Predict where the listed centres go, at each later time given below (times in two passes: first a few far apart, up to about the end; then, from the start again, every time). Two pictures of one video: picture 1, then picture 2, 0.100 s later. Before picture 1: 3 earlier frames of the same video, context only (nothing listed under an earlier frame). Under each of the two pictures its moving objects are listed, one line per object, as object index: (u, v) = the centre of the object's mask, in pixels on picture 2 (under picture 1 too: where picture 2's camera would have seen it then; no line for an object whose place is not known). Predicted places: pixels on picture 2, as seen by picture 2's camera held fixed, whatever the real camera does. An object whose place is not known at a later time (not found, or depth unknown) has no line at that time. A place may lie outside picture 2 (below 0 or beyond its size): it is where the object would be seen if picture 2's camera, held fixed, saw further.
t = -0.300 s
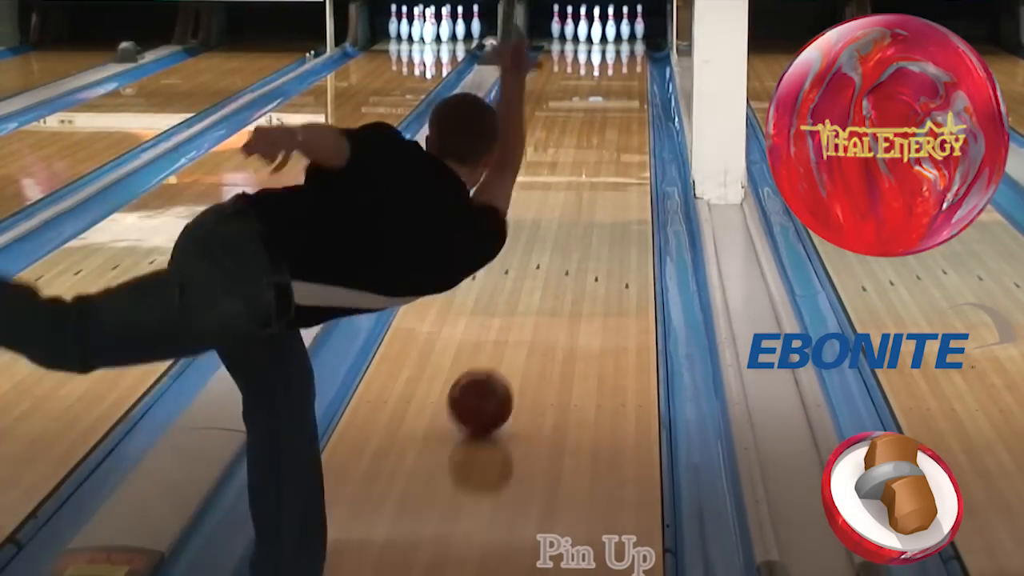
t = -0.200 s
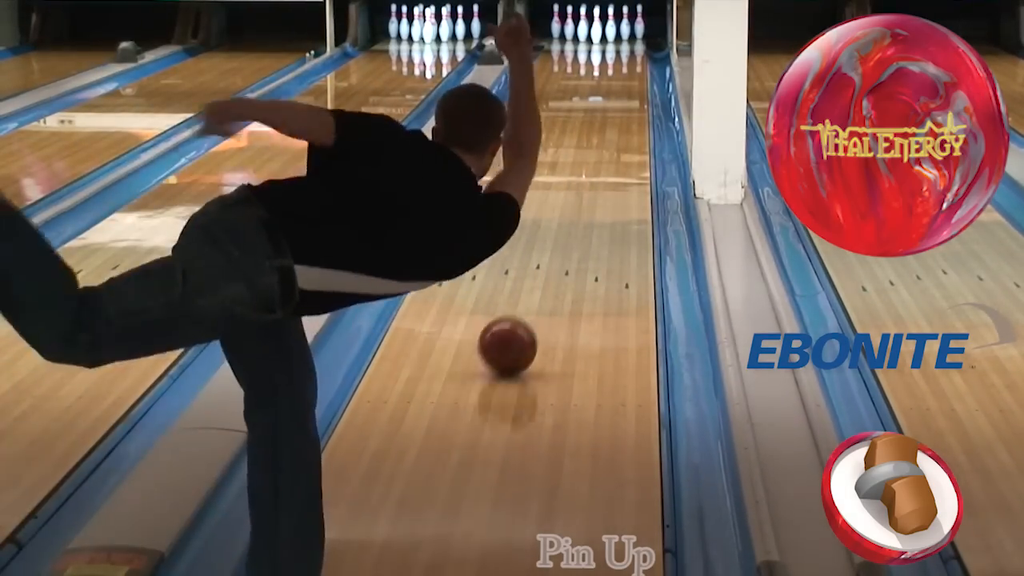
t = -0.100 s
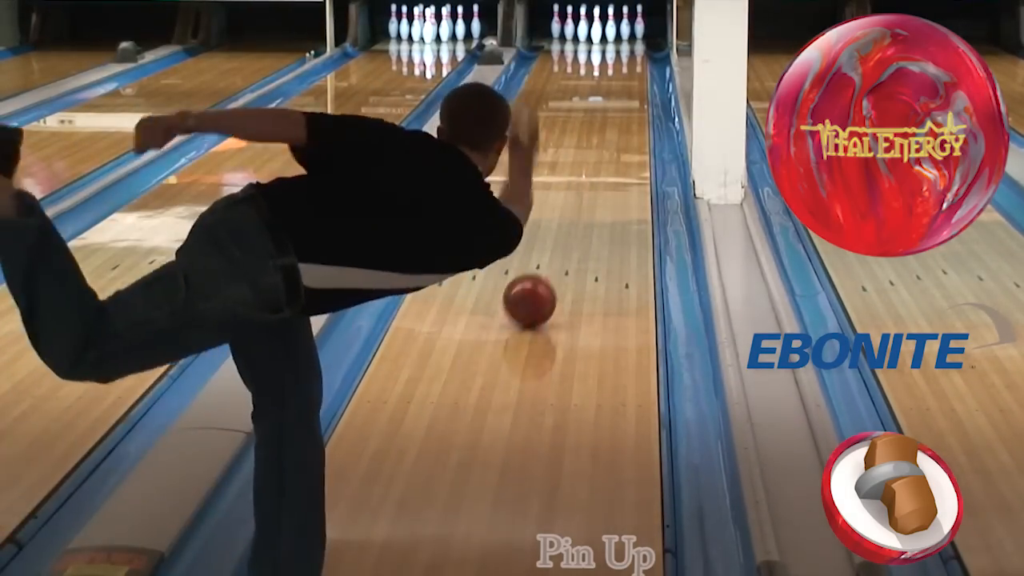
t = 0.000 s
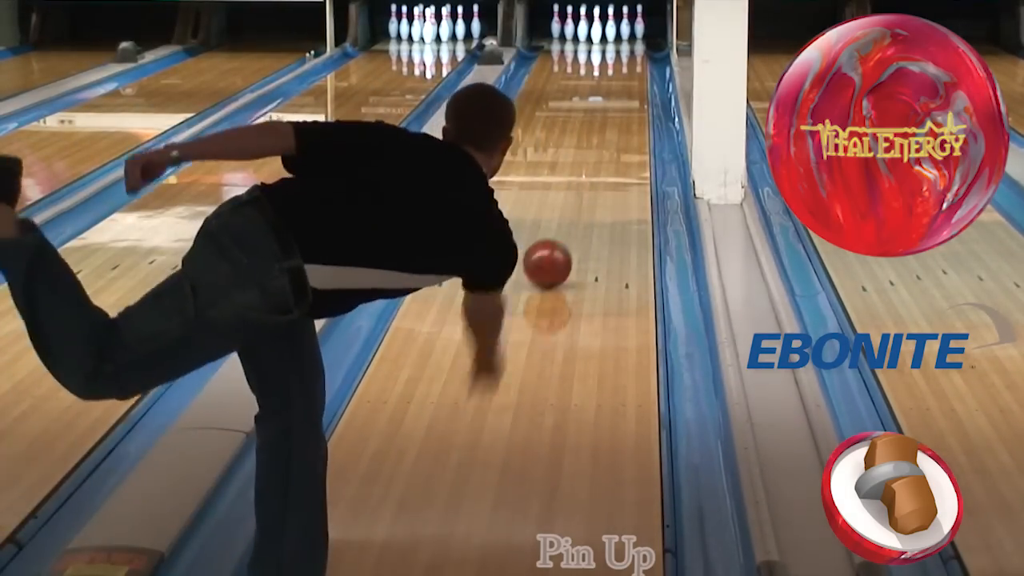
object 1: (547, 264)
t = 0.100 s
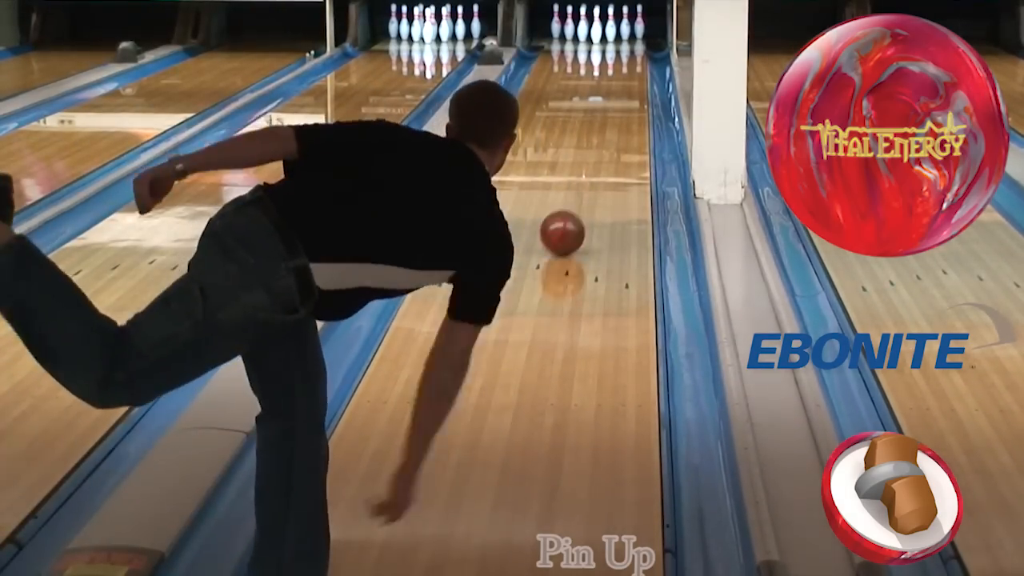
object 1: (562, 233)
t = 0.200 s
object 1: (575, 207)
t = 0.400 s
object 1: (594, 164)
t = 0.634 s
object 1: (609, 126)
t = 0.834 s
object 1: (618, 102)
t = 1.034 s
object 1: (623, 83)
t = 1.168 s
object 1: (625, 71)
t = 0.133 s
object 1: (567, 224)
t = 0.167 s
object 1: (571, 215)
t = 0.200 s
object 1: (575, 207)
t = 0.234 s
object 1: (579, 199)
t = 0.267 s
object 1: (582, 192)
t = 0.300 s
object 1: (585, 184)
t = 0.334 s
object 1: (588, 177)
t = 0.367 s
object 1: (591, 170)
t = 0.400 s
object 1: (594, 164)
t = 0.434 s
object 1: (597, 158)
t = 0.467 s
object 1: (599, 152)
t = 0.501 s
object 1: (602, 146)
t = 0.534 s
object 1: (604, 141)
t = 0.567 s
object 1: (606, 136)
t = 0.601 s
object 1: (607, 131)
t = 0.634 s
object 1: (609, 126)
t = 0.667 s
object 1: (611, 121)
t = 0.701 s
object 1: (612, 117)
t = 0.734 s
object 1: (614, 113)
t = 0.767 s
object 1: (616, 109)
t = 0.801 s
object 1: (617, 105)
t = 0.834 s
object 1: (618, 102)
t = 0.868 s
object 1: (619, 98)
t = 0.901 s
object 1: (620, 94)
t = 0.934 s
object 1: (622, 91)
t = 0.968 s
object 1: (622, 88)
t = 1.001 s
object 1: (623, 84)
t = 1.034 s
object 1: (623, 83)
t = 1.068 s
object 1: (624, 79)
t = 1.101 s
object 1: (625, 77)
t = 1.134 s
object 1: (625, 74)
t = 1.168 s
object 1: (625, 71)
